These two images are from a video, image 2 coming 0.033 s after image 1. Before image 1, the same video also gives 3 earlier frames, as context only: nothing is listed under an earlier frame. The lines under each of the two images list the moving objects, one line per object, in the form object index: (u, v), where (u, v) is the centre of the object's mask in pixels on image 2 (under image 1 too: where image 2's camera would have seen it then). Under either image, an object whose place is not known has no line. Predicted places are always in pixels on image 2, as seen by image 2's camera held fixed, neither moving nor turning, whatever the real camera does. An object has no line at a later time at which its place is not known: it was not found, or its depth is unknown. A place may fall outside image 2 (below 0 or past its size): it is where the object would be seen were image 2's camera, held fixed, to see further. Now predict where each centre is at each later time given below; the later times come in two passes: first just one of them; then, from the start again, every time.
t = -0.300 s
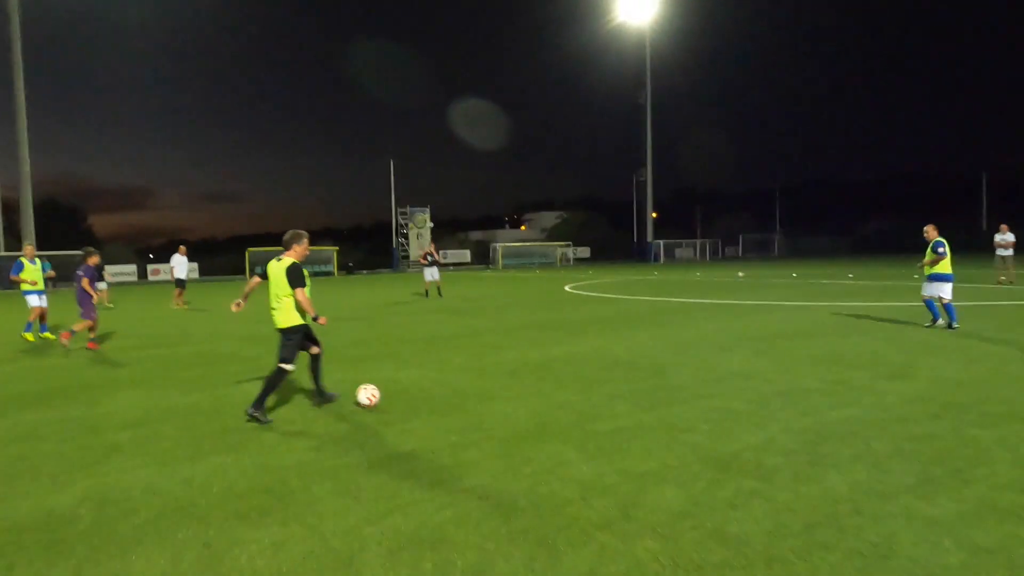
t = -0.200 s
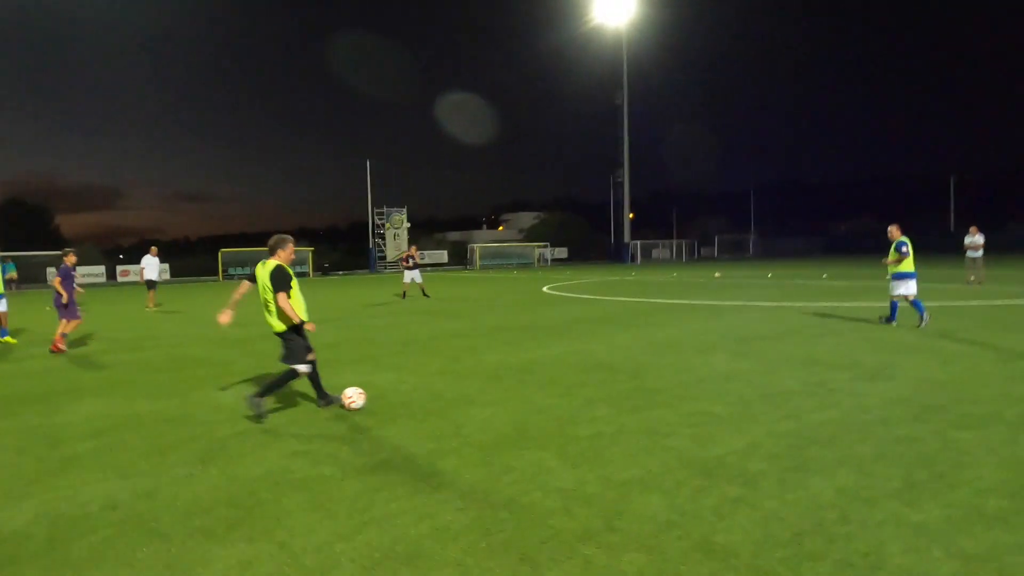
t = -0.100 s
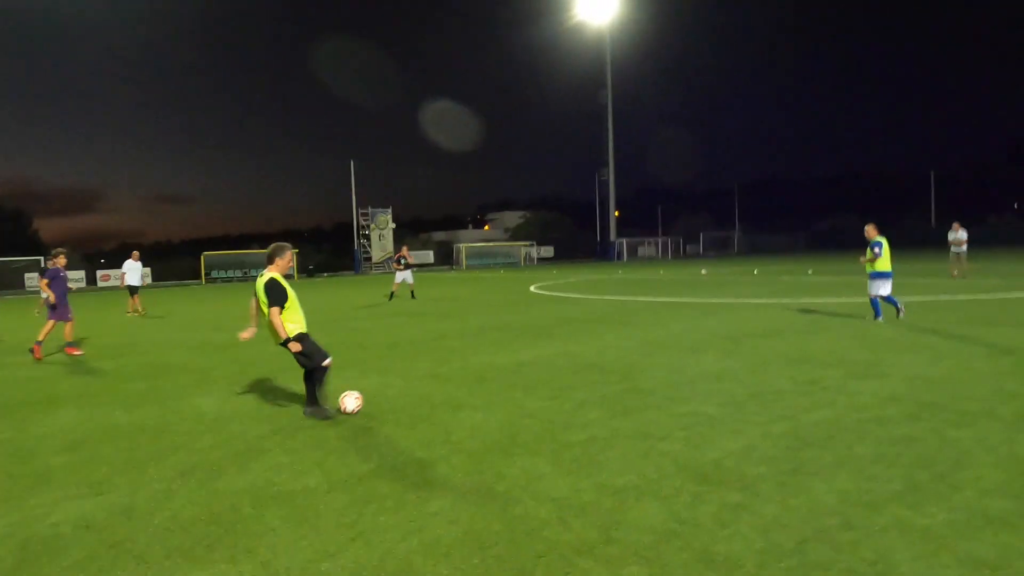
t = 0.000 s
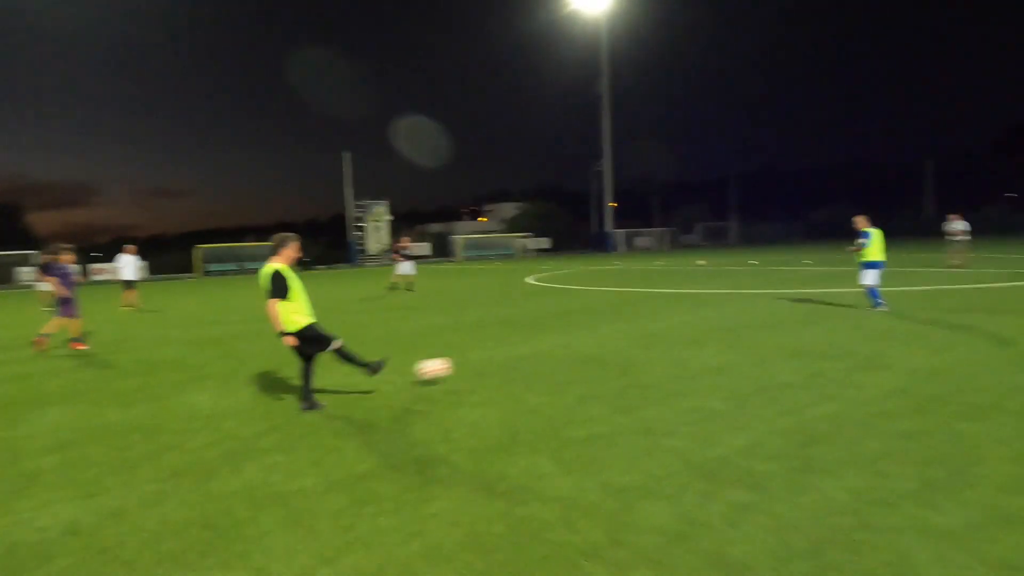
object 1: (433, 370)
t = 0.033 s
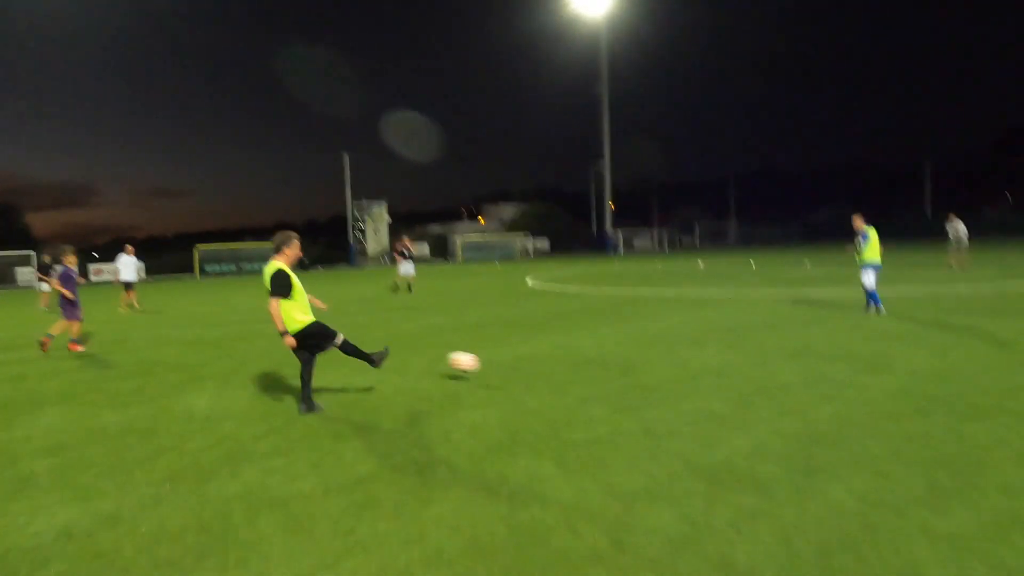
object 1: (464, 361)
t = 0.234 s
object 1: (597, 340)
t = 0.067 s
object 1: (490, 355)
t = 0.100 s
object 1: (516, 349)
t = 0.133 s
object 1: (539, 345)
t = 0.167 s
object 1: (561, 343)
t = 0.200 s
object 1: (580, 341)
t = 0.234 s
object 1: (597, 340)
